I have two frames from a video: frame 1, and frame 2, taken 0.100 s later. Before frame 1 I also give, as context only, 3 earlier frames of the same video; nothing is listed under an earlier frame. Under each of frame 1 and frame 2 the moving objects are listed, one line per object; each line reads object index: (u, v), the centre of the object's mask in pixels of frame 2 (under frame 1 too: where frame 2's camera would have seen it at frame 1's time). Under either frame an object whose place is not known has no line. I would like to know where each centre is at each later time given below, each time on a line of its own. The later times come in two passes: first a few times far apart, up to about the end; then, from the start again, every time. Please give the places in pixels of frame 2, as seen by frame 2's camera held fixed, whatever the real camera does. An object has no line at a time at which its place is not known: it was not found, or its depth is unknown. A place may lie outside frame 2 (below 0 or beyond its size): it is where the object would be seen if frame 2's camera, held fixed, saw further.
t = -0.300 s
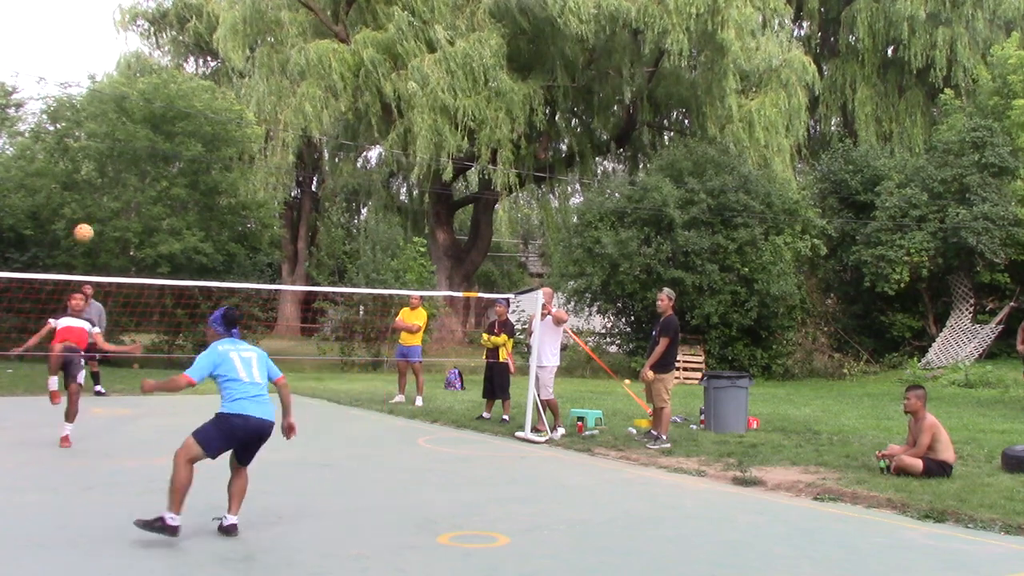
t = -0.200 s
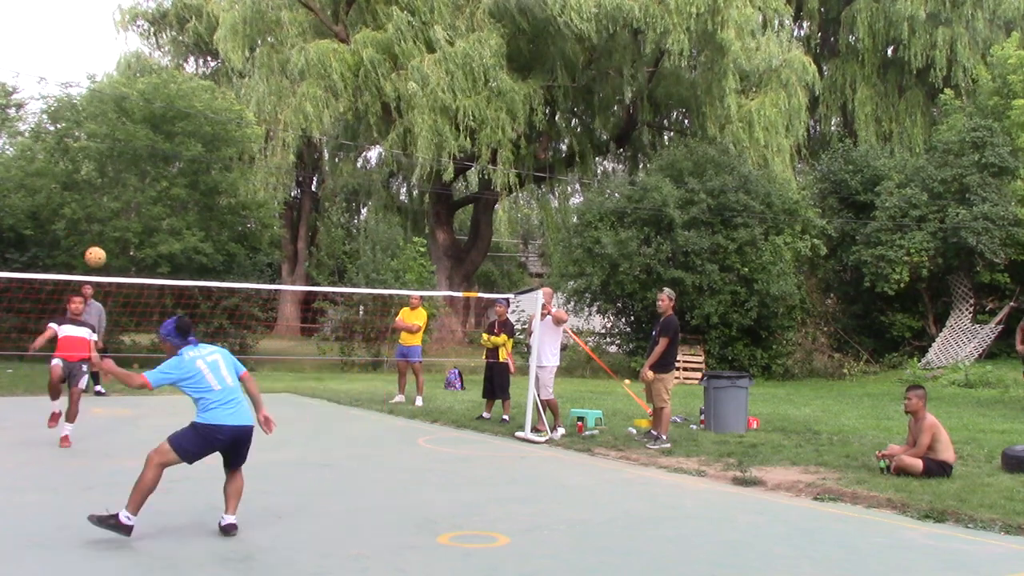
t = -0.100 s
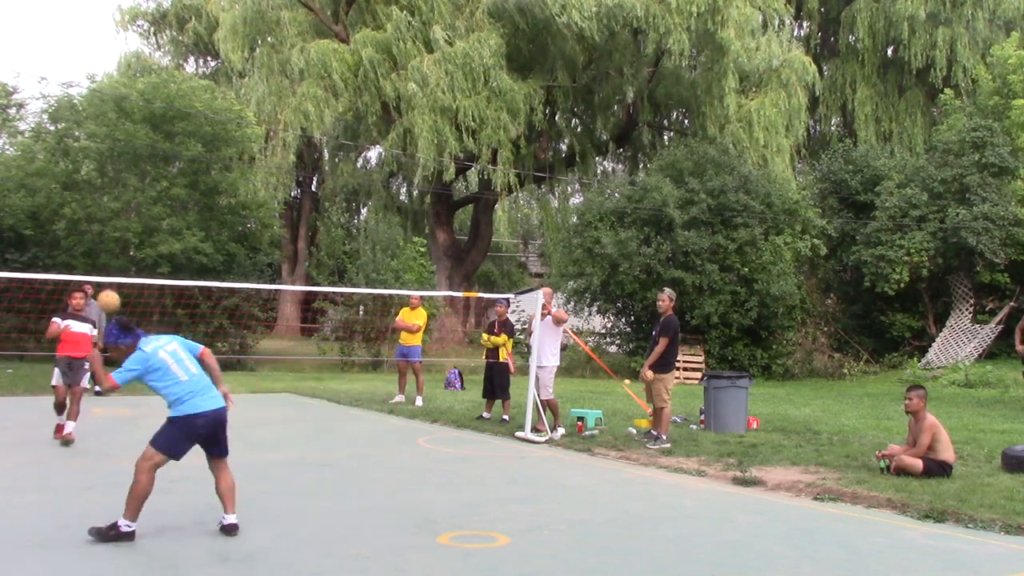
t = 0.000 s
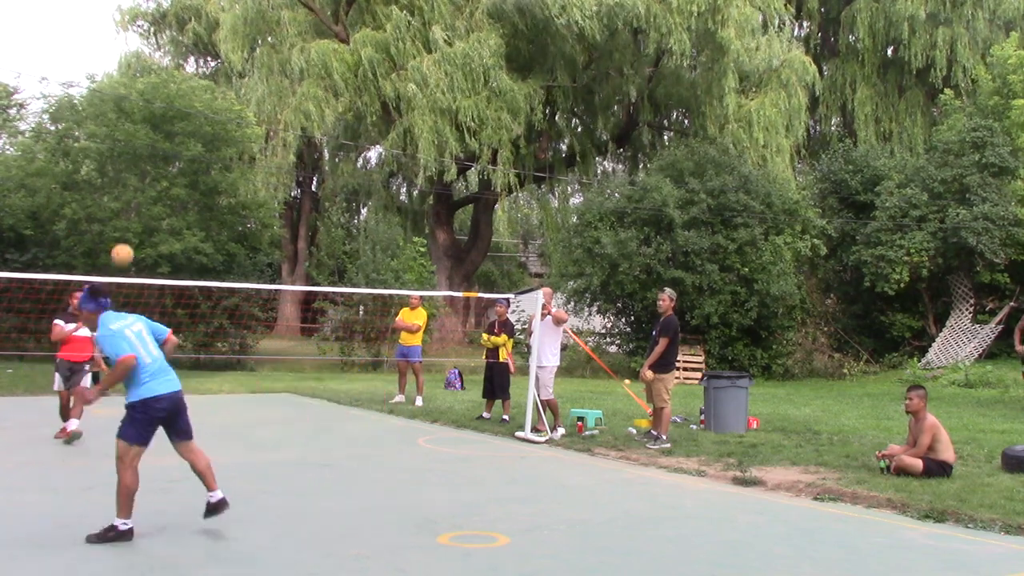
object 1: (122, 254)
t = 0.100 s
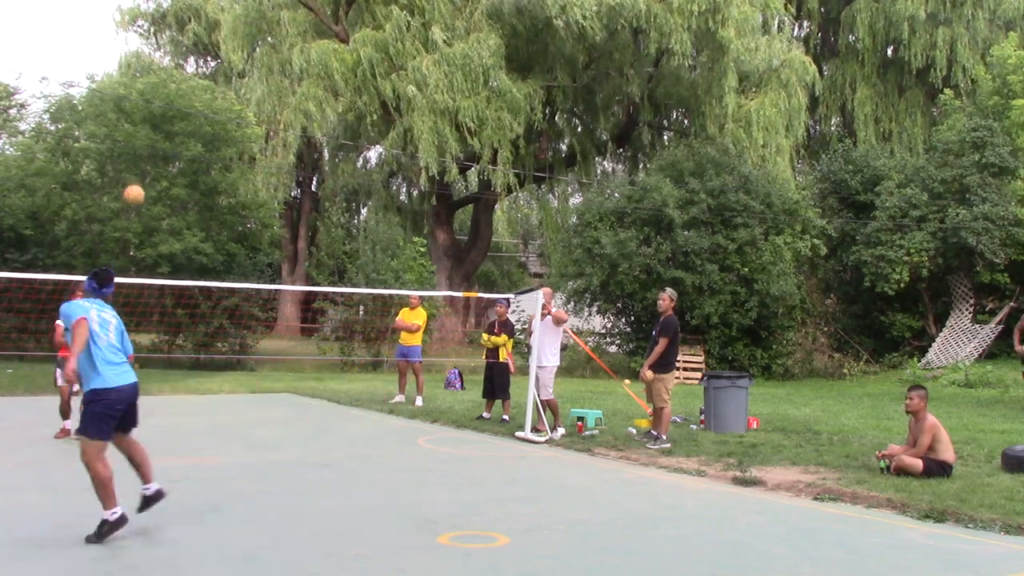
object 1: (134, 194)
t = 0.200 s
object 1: (144, 155)
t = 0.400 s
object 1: (161, 126)
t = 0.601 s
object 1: (173, 146)
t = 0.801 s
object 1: (182, 204)
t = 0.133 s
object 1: (138, 179)
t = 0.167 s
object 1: (141, 165)
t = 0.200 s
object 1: (144, 155)
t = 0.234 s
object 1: (147, 146)
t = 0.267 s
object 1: (150, 138)
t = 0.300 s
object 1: (153, 133)
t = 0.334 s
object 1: (156, 128)
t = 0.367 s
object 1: (158, 126)
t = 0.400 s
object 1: (161, 126)
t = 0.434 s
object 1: (163, 126)
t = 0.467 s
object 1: (165, 127)
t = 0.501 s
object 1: (167, 130)
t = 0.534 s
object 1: (169, 134)
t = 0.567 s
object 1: (171, 139)
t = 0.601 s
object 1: (173, 146)
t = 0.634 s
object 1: (175, 153)
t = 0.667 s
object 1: (176, 161)
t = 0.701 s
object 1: (178, 170)
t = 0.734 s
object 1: (180, 181)
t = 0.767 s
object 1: (181, 192)
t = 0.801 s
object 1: (182, 204)
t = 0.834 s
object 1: (184, 216)
